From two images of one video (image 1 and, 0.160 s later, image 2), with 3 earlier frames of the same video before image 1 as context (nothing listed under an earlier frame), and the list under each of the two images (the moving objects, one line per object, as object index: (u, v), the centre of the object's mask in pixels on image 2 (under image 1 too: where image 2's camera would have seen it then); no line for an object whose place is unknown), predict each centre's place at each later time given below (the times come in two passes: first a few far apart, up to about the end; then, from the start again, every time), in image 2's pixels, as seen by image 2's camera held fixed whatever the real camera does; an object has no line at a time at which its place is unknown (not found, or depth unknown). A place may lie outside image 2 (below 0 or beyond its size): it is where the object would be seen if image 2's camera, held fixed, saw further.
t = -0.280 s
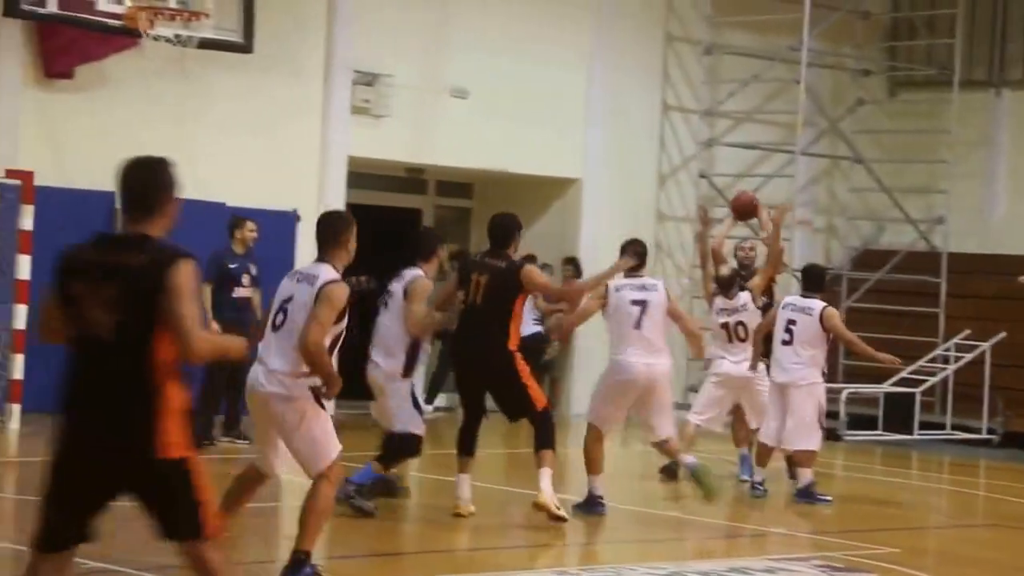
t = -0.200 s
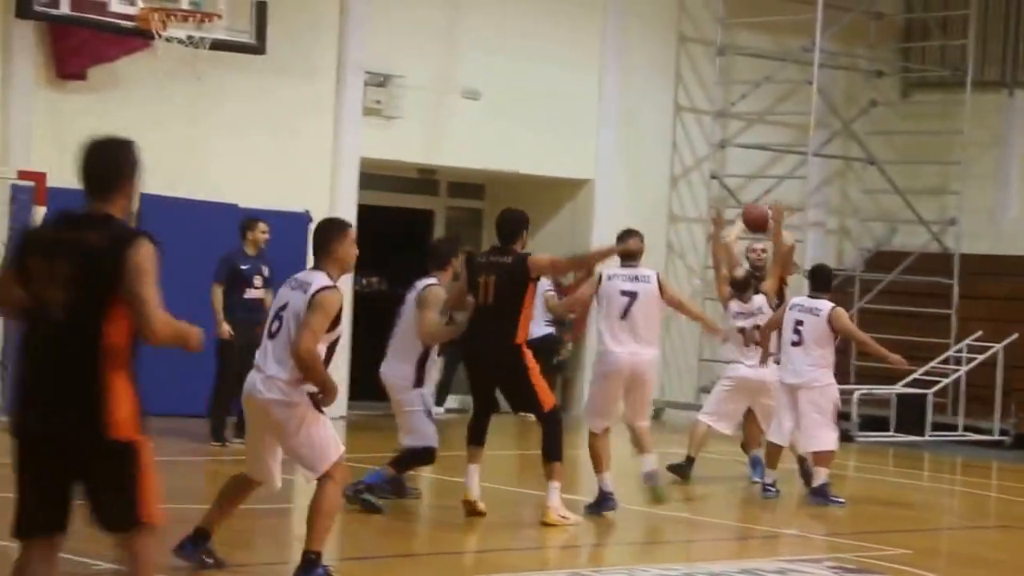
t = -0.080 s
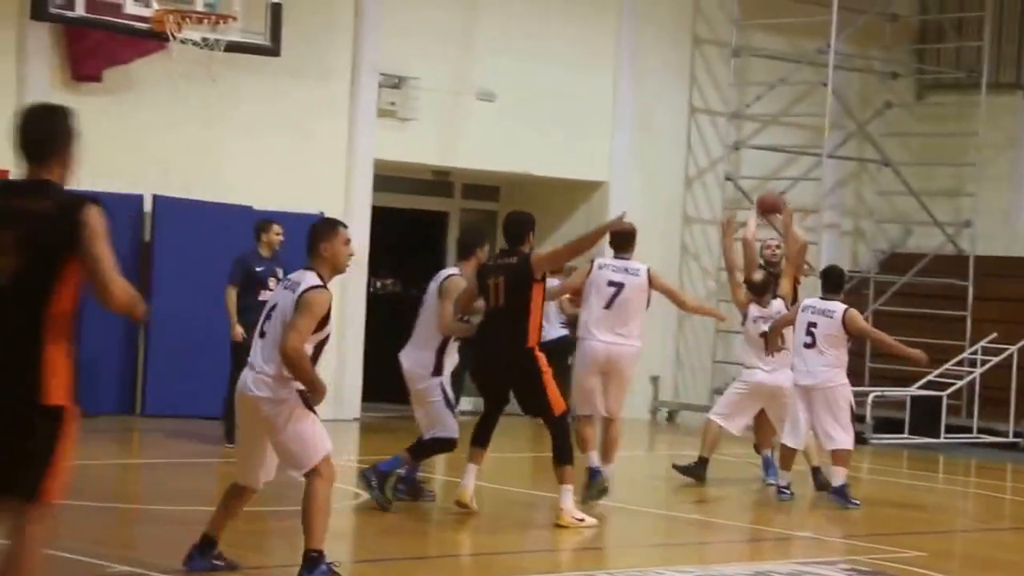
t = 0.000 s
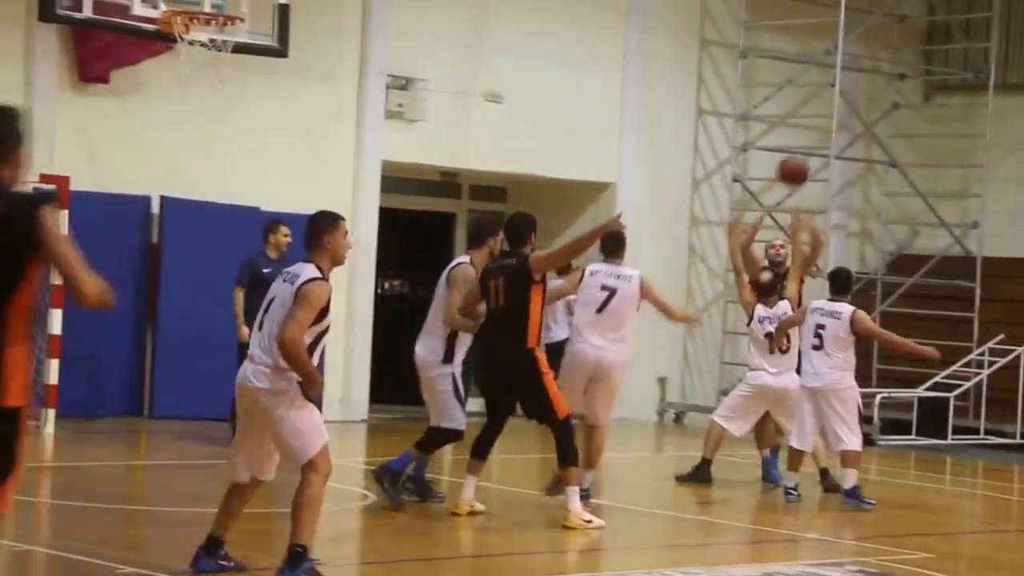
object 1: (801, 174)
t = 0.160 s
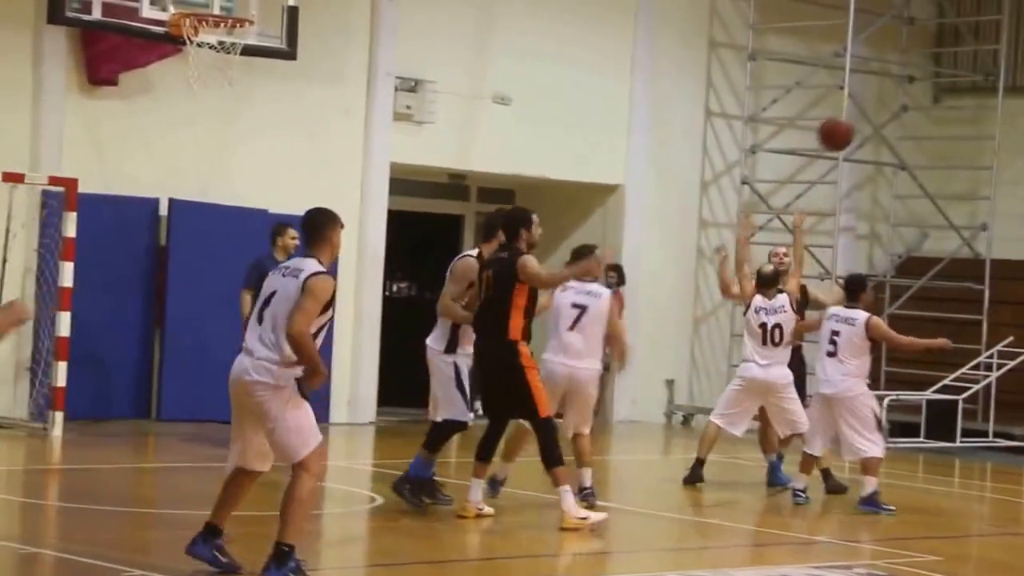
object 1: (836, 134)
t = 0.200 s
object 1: (844, 129)
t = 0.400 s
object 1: (898, 141)
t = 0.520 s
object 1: (941, 193)
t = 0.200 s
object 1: (844, 129)
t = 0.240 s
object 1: (854, 126)
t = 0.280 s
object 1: (864, 126)
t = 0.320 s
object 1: (874, 127)
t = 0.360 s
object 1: (886, 133)
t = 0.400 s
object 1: (898, 141)
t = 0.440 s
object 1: (911, 155)
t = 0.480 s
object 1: (925, 172)
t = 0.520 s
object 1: (941, 193)
